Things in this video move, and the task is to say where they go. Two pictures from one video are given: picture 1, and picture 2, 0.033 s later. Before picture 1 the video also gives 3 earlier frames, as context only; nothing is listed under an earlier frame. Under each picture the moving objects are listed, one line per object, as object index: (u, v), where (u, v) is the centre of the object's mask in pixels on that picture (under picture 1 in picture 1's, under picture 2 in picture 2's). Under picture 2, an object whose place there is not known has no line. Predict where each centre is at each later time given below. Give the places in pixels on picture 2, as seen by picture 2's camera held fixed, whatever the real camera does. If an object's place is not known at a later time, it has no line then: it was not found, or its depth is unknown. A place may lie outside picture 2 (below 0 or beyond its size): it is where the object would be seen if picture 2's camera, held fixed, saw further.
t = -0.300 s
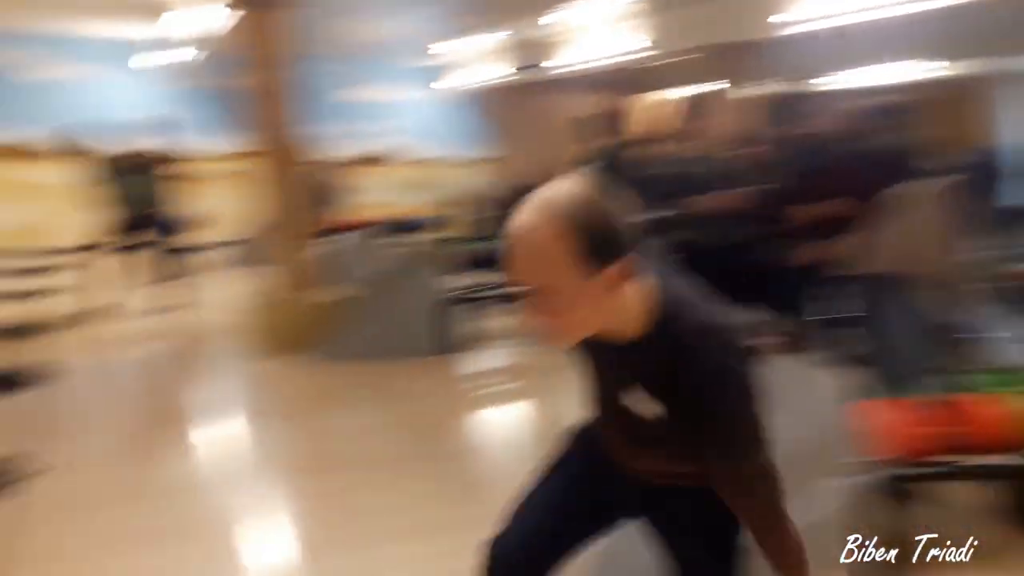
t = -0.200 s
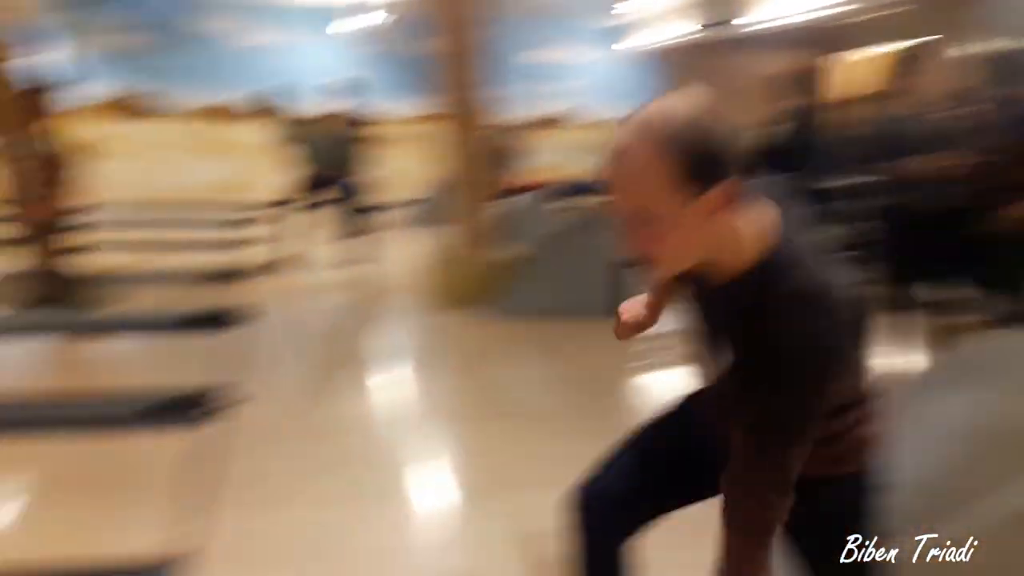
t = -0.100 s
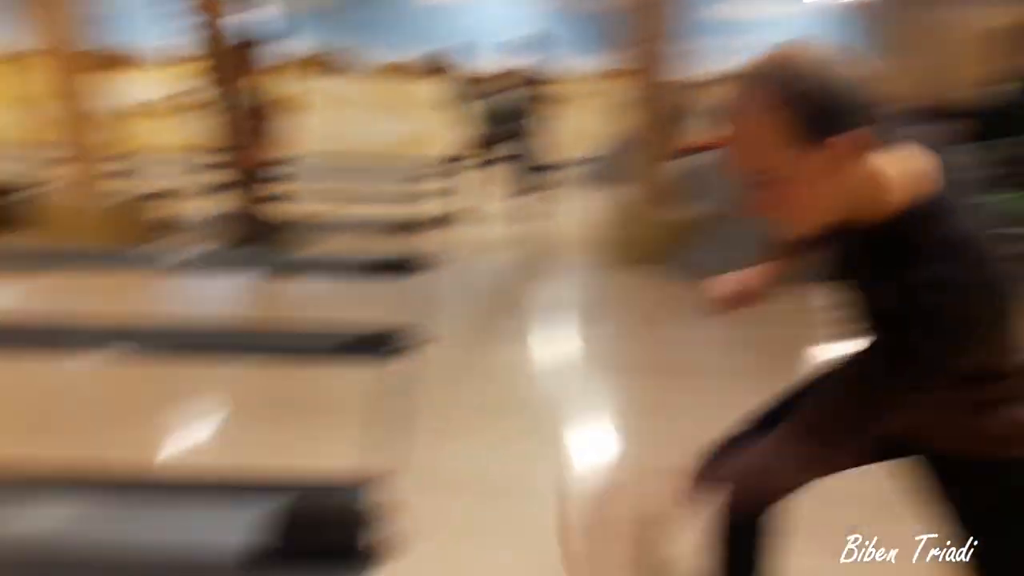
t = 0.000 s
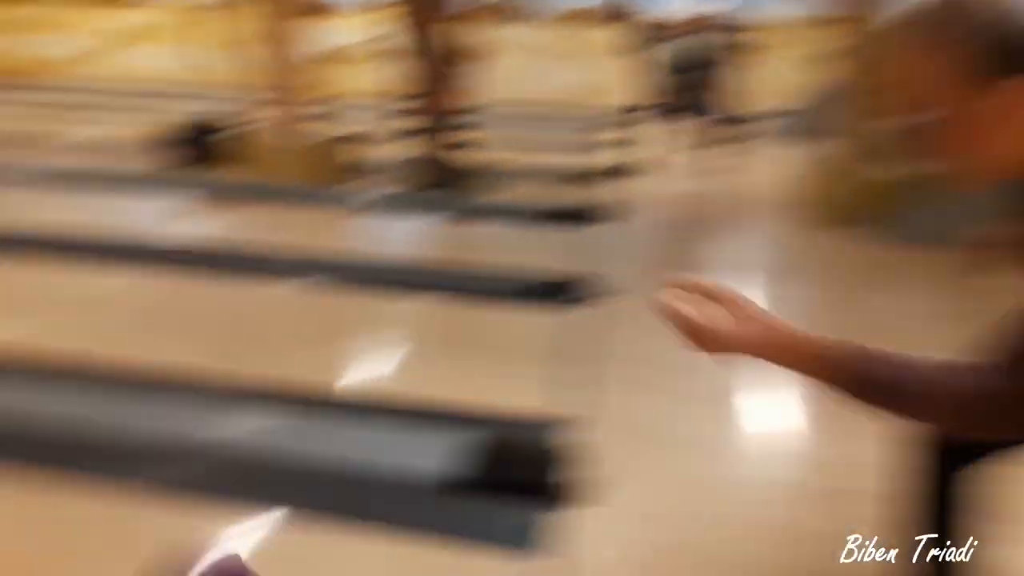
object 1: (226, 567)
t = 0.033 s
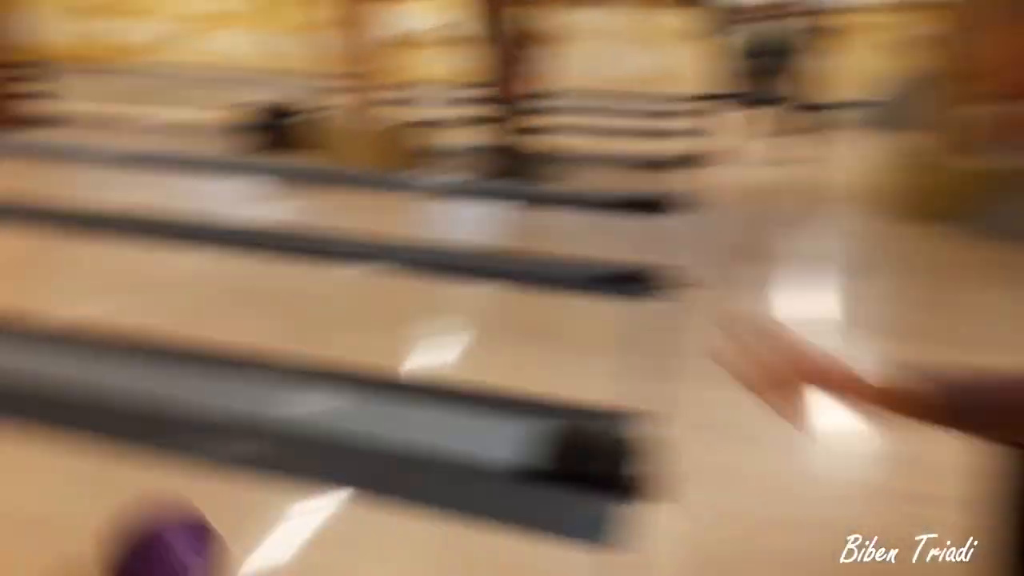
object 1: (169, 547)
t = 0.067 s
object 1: (55, 537)
